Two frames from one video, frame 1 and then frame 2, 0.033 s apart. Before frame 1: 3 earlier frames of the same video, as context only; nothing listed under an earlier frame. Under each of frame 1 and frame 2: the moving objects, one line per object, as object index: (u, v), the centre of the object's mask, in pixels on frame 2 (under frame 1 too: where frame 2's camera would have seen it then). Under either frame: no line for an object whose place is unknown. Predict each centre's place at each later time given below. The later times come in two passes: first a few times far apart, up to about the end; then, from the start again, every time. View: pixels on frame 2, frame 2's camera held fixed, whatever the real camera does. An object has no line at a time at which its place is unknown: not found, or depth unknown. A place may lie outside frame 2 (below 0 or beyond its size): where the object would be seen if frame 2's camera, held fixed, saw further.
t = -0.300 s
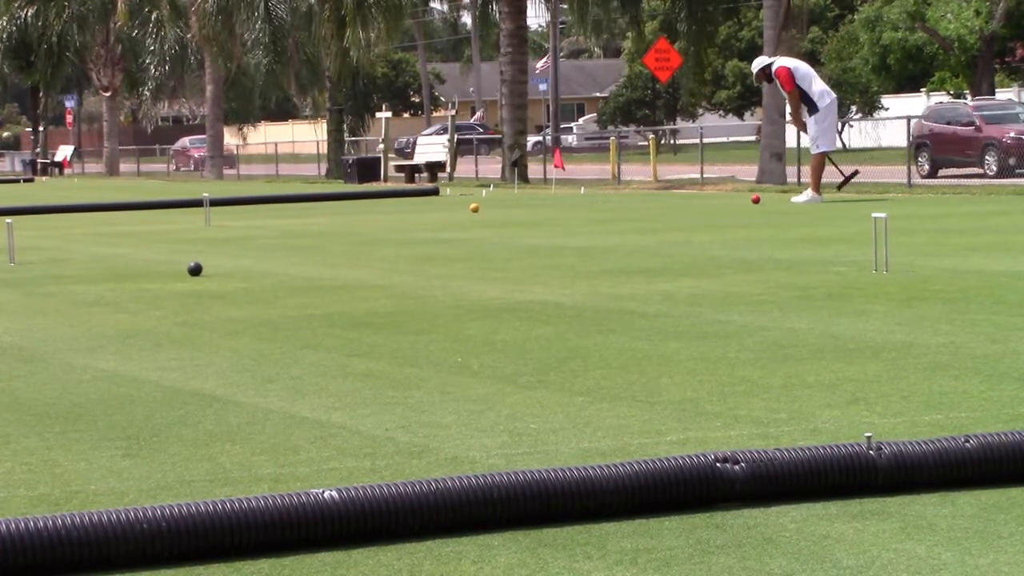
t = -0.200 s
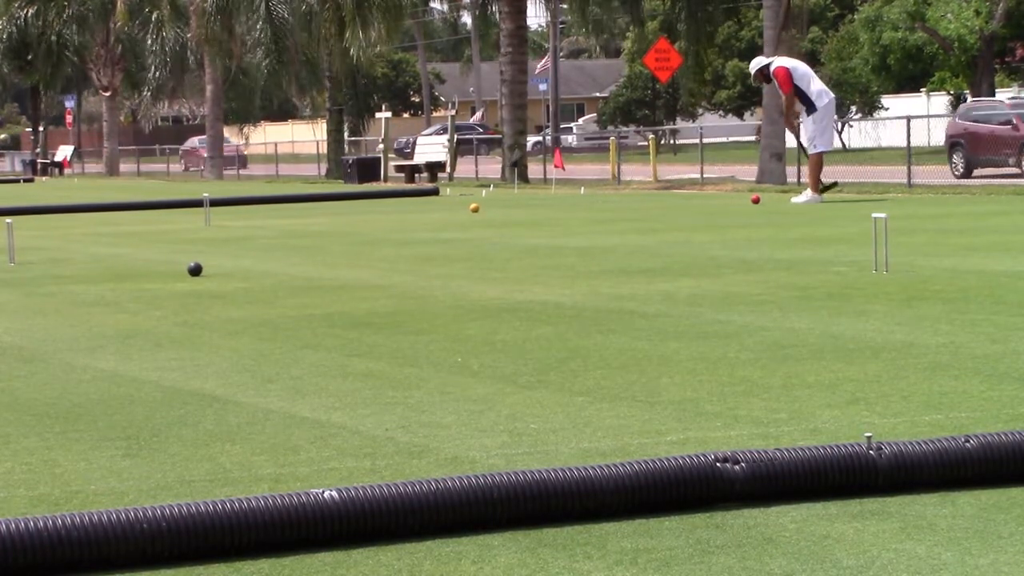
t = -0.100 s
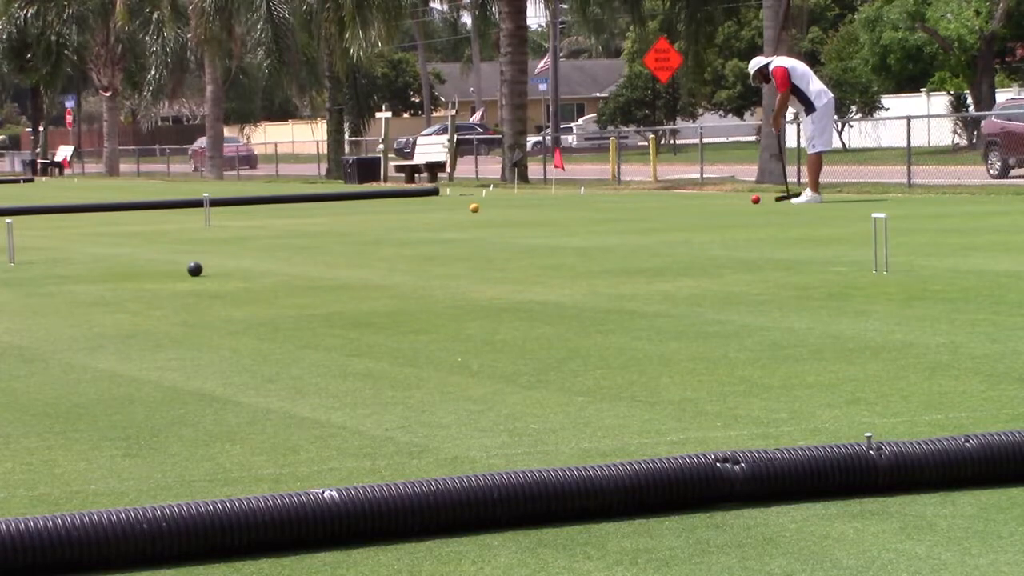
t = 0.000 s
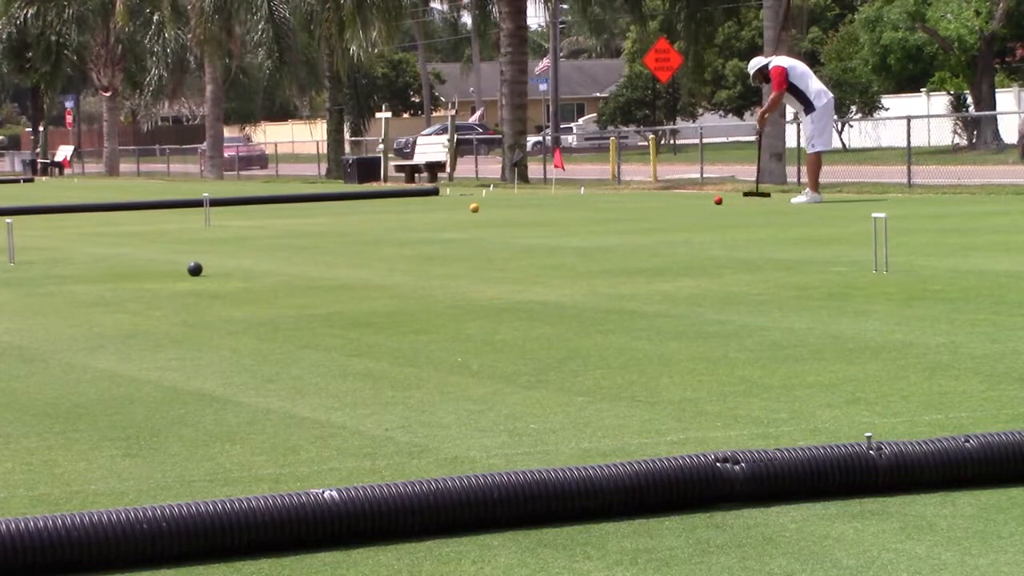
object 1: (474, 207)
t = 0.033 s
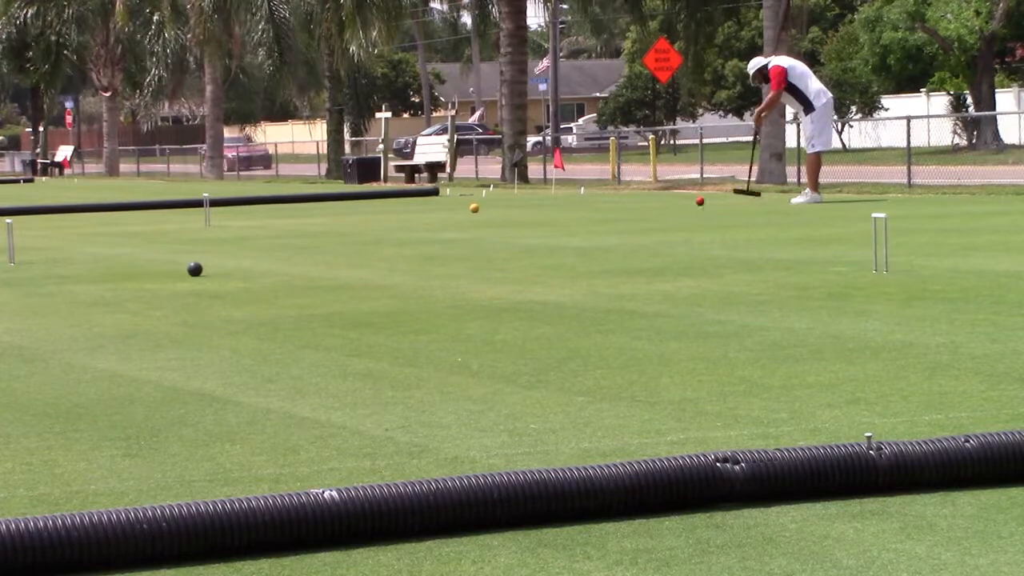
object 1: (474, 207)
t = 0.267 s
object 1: (474, 207)
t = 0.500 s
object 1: (474, 207)
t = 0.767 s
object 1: (408, 210)
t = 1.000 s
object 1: (362, 212)
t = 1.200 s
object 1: (325, 213)
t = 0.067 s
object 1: (474, 207)
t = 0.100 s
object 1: (474, 207)
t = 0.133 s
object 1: (474, 207)
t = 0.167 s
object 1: (474, 207)
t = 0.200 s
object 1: (474, 207)
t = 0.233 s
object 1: (474, 207)
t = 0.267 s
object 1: (474, 207)
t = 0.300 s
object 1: (474, 207)
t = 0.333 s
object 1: (474, 207)
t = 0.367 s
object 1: (474, 207)
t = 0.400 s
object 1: (474, 207)
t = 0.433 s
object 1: (474, 207)
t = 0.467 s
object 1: (474, 207)
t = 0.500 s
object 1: (474, 207)
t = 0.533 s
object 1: (471, 208)
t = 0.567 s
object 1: (461, 207)
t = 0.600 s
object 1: (451, 208)
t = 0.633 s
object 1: (442, 209)
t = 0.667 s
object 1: (433, 209)
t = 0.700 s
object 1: (424, 209)
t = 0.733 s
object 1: (416, 209)
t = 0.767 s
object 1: (408, 210)
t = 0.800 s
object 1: (402, 210)
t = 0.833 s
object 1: (395, 210)
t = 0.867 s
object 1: (388, 210)
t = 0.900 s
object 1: (382, 211)
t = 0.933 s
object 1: (375, 211)
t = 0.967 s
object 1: (368, 211)
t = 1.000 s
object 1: (362, 212)
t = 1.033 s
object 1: (356, 212)
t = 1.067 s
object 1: (350, 212)
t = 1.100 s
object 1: (343, 212)
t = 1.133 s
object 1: (337, 213)
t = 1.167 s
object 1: (331, 213)
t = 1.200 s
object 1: (325, 213)
